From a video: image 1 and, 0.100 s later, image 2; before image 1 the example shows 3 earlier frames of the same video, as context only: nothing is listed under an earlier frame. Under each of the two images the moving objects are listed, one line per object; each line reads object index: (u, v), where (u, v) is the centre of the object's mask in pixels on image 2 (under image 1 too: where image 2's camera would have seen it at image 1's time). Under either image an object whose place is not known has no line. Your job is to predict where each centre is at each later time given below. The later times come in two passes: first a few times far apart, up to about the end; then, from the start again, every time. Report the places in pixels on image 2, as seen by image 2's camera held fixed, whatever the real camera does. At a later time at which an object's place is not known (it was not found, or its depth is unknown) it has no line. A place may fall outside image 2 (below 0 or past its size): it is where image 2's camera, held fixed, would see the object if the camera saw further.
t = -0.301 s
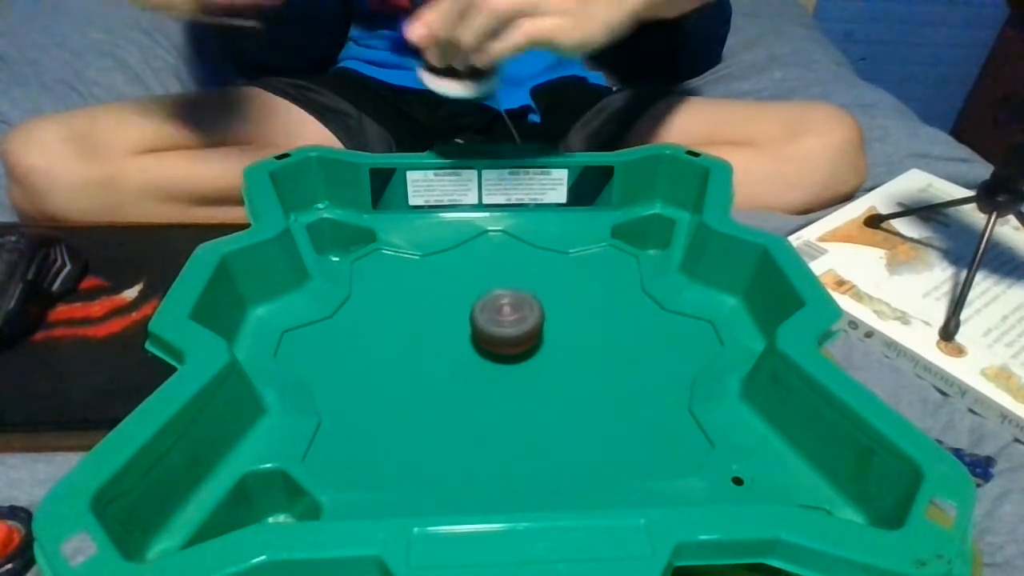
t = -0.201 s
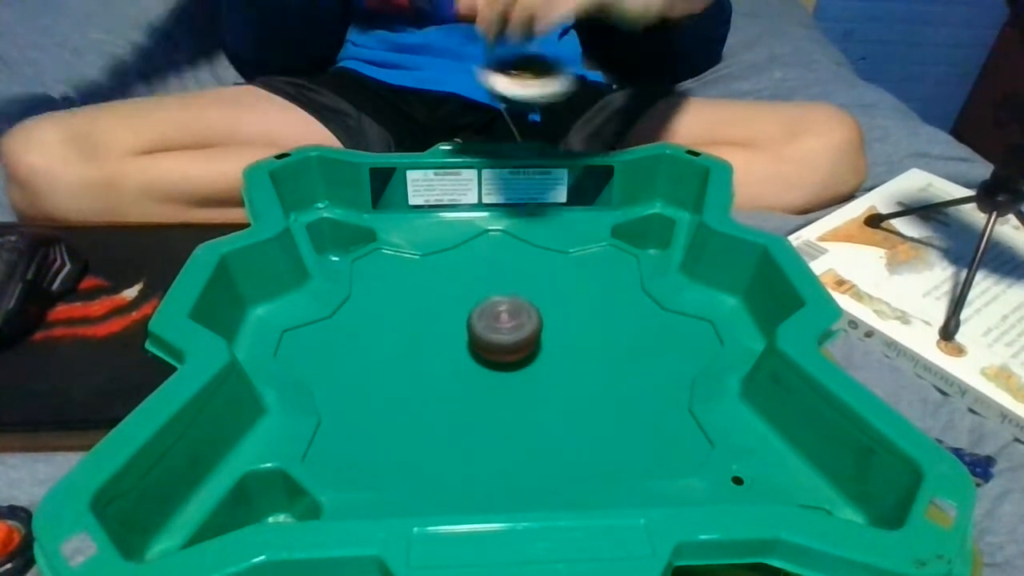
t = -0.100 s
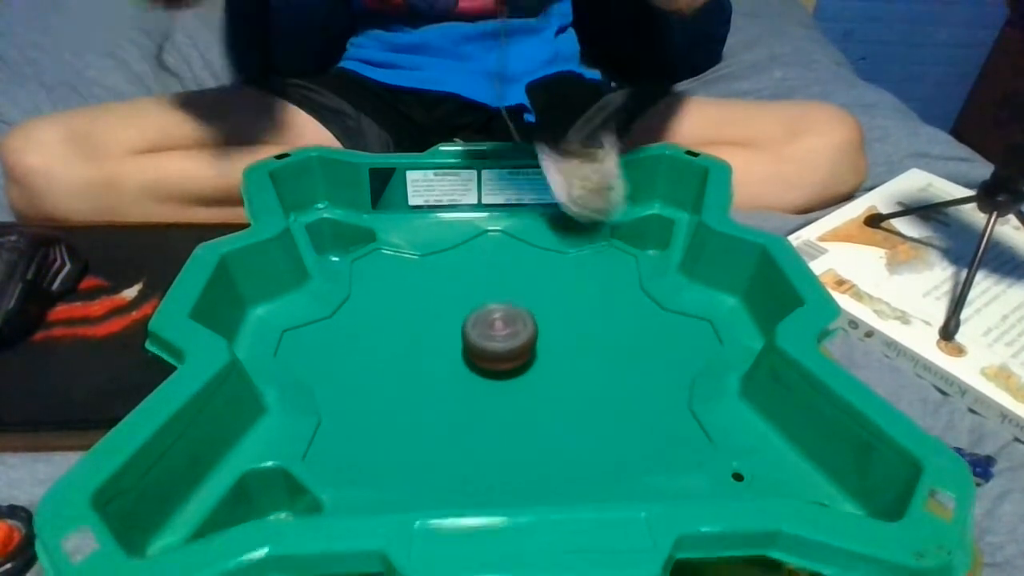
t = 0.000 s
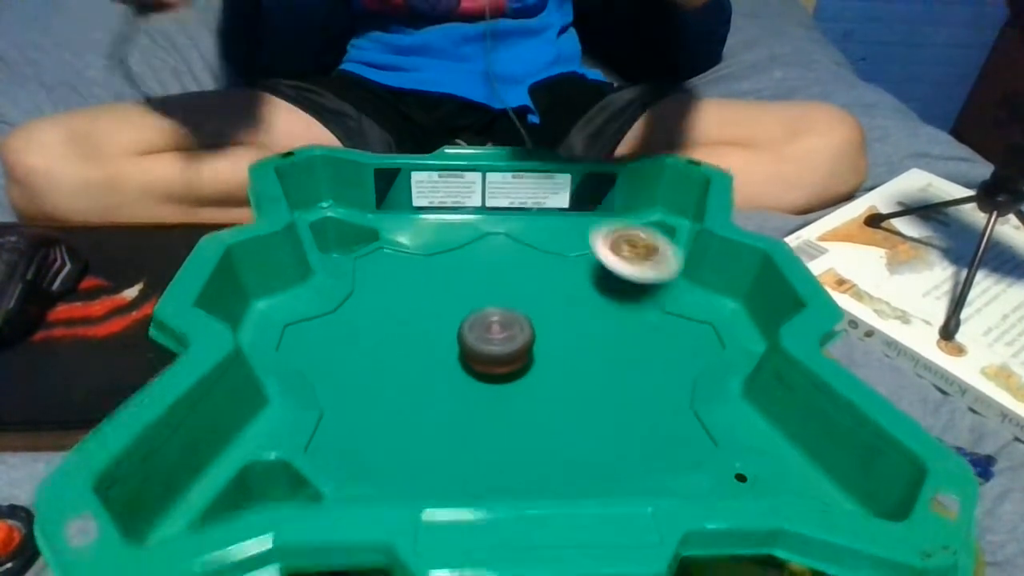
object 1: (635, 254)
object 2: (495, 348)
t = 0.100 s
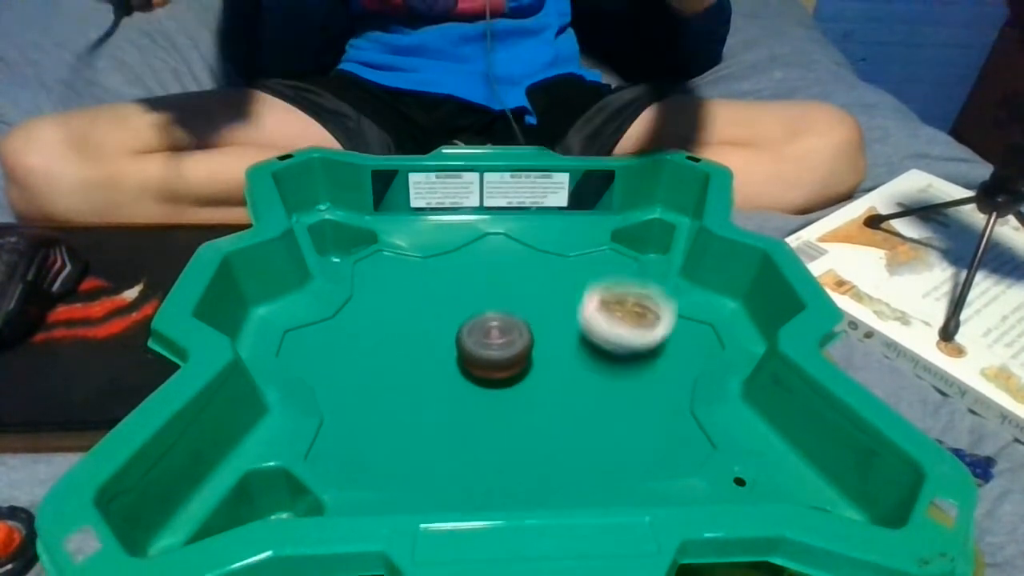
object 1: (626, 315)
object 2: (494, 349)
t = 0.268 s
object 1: (571, 388)
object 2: (480, 348)
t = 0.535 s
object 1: (483, 397)
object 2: (460, 333)
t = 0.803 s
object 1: (450, 351)
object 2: (456, 293)
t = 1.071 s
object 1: (492, 323)
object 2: (466, 264)
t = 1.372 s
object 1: (535, 314)
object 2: (496, 266)
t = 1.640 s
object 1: (542, 330)
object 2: (496, 287)
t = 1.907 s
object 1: (509, 356)
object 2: (472, 306)
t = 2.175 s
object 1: (483, 373)
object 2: (437, 296)
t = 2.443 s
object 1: (475, 335)
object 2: (433, 286)
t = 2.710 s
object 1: (512, 310)
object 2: (440, 288)
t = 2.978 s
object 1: (549, 301)
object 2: (456, 308)
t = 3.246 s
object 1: (557, 309)
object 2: (457, 335)
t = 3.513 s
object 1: (529, 323)
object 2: (436, 352)
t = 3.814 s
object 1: (500, 314)
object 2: (410, 351)
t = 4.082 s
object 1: (500, 300)
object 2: (425, 338)
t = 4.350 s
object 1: (534, 280)
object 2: (435, 345)
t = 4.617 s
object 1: (528, 285)
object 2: (472, 347)
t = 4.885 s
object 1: (527, 293)
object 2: (474, 366)
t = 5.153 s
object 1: (511, 302)
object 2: (469, 367)
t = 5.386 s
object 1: (499, 297)
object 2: (459, 363)
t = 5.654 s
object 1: (497, 286)
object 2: (463, 362)
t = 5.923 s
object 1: (494, 285)
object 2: (478, 361)
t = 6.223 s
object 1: (493, 292)
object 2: (492, 367)
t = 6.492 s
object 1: (492, 297)
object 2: (494, 374)
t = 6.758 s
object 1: (488, 292)
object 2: (488, 380)
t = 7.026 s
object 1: (481, 291)
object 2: (491, 372)
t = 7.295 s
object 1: (483, 292)
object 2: (503, 364)
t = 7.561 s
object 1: (481, 293)
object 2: (516, 365)
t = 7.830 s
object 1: (481, 296)
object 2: (526, 368)
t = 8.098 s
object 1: (479, 298)
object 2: (519, 366)
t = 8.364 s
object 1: (467, 294)
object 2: (520, 366)
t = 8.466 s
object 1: (463, 299)
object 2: (522, 366)
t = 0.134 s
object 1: (617, 336)
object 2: (491, 349)
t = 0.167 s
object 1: (606, 352)
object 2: (489, 349)
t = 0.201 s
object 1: (593, 367)
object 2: (486, 349)
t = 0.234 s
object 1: (582, 379)
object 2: (483, 349)
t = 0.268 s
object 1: (571, 388)
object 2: (480, 348)
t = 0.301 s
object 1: (561, 395)
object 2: (476, 347)
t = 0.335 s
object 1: (551, 401)
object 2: (473, 347)
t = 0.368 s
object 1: (541, 404)
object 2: (470, 346)
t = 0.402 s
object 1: (529, 407)
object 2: (467, 344)
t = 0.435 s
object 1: (517, 407)
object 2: (464, 342)
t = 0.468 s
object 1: (505, 406)
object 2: (462, 340)
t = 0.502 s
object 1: (494, 402)
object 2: (461, 337)
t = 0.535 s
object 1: (483, 397)
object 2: (460, 333)
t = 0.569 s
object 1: (474, 391)
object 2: (460, 329)
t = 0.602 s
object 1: (465, 382)
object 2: (460, 324)
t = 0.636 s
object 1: (461, 376)
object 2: (460, 318)
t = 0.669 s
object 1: (457, 374)
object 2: (458, 311)
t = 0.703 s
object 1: (454, 369)
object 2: (457, 306)
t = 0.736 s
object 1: (452, 364)
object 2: (456, 301)
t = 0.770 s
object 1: (450, 358)
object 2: (456, 297)
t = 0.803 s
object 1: (450, 351)
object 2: (456, 293)
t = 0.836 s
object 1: (451, 345)
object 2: (458, 288)
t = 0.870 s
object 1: (454, 339)
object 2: (460, 284)
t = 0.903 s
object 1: (458, 334)
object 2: (461, 280)
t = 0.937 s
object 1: (465, 331)
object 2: (461, 275)
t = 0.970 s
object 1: (472, 329)
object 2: (461, 271)
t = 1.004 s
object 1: (479, 327)
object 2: (462, 268)
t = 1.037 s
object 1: (486, 325)
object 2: (463, 266)
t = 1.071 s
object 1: (492, 323)
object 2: (466, 264)
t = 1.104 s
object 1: (498, 322)
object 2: (469, 263)
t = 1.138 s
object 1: (504, 321)
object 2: (472, 262)
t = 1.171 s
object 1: (510, 319)
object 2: (476, 262)
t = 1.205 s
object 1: (516, 318)
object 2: (480, 262)
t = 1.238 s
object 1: (520, 317)
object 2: (483, 262)
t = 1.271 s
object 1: (525, 316)
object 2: (487, 262)
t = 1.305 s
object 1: (529, 315)
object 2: (490, 263)
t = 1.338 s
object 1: (533, 314)
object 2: (493, 264)
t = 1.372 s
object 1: (535, 314)
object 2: (496, 266)
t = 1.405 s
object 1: (539, 314)
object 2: (499, 269)
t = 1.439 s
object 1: (542, 315)
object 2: (500, 270)
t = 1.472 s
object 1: (543, 317)
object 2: (499, 272)
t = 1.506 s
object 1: (544, 319)
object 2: (500, 275)
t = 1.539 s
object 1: (545, 322)
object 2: (499, 279)
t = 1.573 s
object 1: (544, 324)
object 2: (498, 282)
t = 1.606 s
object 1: (543, 327)
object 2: (497, 284)
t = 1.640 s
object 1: (542, 330)
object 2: (496, 287)
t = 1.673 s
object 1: (539, 333)
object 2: (494, 290)
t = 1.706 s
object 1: (537, 337)
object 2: (491, 293)
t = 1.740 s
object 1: (533, 341)
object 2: (489, 296)
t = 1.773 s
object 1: (528, 344)
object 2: (486, 298)
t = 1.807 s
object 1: (524, 347)
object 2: (483, 300)
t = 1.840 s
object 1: (519, 351)
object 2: (480, 303)
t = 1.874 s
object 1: (514, 353)
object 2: (476, 305)
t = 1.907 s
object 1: (509, 356)
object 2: (472, 306)
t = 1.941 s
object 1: (506, 361)
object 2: (467, 307)
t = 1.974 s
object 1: (503, 366)
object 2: (461, 305)
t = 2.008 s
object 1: (500, 369)
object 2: (456, 303)
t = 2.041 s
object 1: (497, 371)
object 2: (450, 302)
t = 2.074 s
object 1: (493, 374)
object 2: (445, 300)
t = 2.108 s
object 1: (489, 374)
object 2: (442, 299)
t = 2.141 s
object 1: (485, 374)
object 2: (439, 297)
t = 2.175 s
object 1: (483, 373)
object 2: (437, 296)
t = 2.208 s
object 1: (480, 370)
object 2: (436, 294)
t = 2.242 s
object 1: (477, 366)
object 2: (435, 293)
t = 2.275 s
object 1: (475, 363)
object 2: (434, 292)
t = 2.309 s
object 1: (474, 357)
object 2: (434, 291)
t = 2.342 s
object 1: (473, 352)
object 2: (433, 290)
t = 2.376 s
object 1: (472, 346)
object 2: (433, 288)
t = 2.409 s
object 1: (473, 340)
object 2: (433, 287)
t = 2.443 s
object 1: (475, 335)
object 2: (433, 286)
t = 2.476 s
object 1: (482, 332)
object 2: (432, 284)
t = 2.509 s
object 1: (487, 329)
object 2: (430, 283)
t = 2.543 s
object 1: (491, 326)
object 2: (430, 283)
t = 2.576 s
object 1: (496, 322)
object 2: (430, 284)
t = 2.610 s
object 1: (500, 319)
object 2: (432, 284)
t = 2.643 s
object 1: (504, 316)
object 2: (435, 285)
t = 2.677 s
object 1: (508, 312)
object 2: (437, 286)
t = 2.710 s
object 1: (512, 310)
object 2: (440, 288)
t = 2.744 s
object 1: (517, 308)
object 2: (443, 289)
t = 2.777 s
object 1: (522, 306)
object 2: (446, 290)
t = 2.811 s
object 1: (527, 304)
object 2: (448, 292)
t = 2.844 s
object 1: (531, 303)
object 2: (450, 295)
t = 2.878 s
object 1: (535, 303)
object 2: (454, 298)
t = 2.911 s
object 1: (540, 302)
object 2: (455, 301)
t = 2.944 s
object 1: (545, 301)
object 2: (455, 304)
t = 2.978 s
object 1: (549, 301)
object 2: (456, 308)
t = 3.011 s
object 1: (553, 302)
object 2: (458, 312)
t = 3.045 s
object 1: (554, 302)
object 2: (460, 315)
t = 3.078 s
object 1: (555, 303)
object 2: (463, 319)
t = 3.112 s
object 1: (555, 304)
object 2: (466, 322)
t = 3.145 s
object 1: (553, 306)
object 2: (468, 326)
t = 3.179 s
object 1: (554, 307)
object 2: (466, 329)
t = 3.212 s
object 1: (556, 307)
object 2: (460, 332)
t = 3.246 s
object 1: (557, 309)
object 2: (457, 335)
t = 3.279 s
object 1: (556, 312)
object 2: (454, 339)
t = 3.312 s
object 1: (554, 314)
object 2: (452, 342)
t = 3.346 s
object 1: (552, 315)
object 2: (451, 344)
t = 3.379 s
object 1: (548, 318)
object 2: (450, 346)
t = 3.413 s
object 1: (543, 320)
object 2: (449, 347)
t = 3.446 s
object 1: (537, 322)
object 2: (448, 348)
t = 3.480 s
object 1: (531, 323)
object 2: (445, 349)
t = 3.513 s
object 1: (529, 323)
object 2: (436, 352)
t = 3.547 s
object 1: (527, 323)
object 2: (430, 354)
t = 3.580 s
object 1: (523, 324)
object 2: (427, 354)
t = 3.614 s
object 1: (518, 324)
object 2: (424, 354)
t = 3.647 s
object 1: (513, 324)
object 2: (423, 354)
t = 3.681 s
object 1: (508, 323)
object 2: (421, 354)
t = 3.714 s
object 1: (503, 321)
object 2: (418, 353)
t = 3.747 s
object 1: (501, 319)
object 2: (413, 353)
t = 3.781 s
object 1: (501, 317)
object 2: (411, 353)
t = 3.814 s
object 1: (500, 314)
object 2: (410, 351)
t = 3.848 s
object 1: (500, 312)
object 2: (409, 349)
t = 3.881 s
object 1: (499, 309)
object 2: (410, 347)
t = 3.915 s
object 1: (499, 308)
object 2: (411, 345)
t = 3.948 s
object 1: (498, 306)
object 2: (413, 343)
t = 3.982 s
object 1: (498, 305)
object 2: (417, 342)
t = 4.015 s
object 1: (497, 303)
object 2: (419, 340)
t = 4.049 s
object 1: (498, 301)
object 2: (421, 338)
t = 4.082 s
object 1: (500, 300)
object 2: (425, 338)
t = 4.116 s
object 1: (504, 298)
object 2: (422, 339)
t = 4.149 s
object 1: (510, 293)
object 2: (418, 342)
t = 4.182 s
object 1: (515, 290)
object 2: (419, 344)
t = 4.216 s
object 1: (520, 288)
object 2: (422, 345)
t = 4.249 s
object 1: (524, 285)
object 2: (425, 345)
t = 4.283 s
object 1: (528, 283)
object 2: (428, 345)
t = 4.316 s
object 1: (531, 281)
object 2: (432, 345)
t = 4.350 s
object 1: (534, 280)
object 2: (435, 345)
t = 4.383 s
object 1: (535, 280)
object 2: (440, 345)
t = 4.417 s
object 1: (535, 280)
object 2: (445, 344)
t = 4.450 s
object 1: (536, 279)
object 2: (450, 344)
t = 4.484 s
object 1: (534, 281)
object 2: (455, 344)
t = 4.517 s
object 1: (533, 282)
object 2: (461, 344)
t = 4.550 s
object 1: (530, 284)
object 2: (468, 344)
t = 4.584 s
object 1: (528, 286)
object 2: (473, 344)
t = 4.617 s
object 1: (528, 285)
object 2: (472, 347)
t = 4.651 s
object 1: (529, 286)
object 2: (471, 351)
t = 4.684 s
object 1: (530, 285)
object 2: (474, 353)
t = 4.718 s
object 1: (530, 287)
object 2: (477, 355)
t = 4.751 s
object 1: (528, 290)
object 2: (479, 356)
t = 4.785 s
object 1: (528, 291)
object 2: (481, 356)
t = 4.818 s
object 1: (525, 293)
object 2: (482, 357)
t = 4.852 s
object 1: (525, 294)
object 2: (479, 361)
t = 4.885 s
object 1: (527, 293)
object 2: (474, 366)
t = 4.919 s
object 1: (526, 292)
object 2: (473, 369)
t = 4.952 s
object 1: (526, 293)
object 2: (473, 370)
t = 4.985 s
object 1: (524, 294)
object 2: (472, 371)
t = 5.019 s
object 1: (522, 295)
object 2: (471, 371)
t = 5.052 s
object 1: (521, 296)
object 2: (470, 370)
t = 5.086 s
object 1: (517, 298)
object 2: (470, 370)
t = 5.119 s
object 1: (514, 299)
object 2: (469, 369)
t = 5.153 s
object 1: (511, 302)
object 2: (469, 367)
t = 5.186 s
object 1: (509, 301)
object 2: (466, 368)
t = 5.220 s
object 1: (507, 299)
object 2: (462, 370)
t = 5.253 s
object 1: (505, 299)
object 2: (461, 370)
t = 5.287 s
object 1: (503, 298)
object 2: (461, 369)
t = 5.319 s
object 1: (502, 298)
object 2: (461, 366)
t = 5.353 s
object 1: (500, 298)
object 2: (460, 364)
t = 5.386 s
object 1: (499, 297)
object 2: (459, 363)
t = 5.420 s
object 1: (498, 297)
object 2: (459, 362)
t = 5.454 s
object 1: (498, 295)
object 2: (460, 362)
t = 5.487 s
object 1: (496, 295)
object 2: (460, 361)
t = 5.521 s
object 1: (496, 291)
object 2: (460, 362)
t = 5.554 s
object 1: (496, 290)
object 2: (460, 364)
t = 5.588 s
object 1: (497, 288)
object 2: (462, 364)
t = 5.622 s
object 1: (497, 287)
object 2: (463, 362)
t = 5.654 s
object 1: (497, 286)
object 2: (463, 362)
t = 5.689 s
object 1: (496, 286)
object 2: (465, 361)
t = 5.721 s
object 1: (496, 285)
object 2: (466, 359)
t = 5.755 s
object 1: (495, 286)
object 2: (468, 357)
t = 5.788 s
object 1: (495, 286)
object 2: (471, 356)
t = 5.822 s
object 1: (494, 285)
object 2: (471, 357)
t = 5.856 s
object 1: (493, 285)
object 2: (471, 360)
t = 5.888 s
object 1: (494, 285)
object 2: (475, 361)
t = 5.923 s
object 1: (494, 285)
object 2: (478, 361)
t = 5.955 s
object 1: (494, 286)
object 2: (481, 361)
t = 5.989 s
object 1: (494, 287)
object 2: (484, 360)
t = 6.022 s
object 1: (493, 288)
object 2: (485, 360)
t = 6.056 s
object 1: (493, 288)
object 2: (486, 362)
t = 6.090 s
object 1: (492, 287)
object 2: (488, 364)
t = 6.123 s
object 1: (493, 288)
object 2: (490, 366)
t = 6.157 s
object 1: (492, 288)
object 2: (491, 367)
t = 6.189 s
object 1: (493, 289)
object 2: (492, 367)
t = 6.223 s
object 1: (493, 292)
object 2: (492, 367)
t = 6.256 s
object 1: (493, 292)
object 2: (493, 367)
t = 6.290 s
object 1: (492, 294)
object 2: (493, 367)
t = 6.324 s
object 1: (491, 294)
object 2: (493, 371)
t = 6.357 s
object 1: (490, 295)
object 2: (493, 373)
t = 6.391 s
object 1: (492, 295)
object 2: (494, 374)
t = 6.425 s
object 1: (491, 295)
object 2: (495, 375)
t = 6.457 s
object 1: (492, 296)
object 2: (495, 375)
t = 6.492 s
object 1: (492, 297)
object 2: (494, 374)
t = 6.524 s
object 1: (492, 298)
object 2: (493, 373)
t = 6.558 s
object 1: (491, 300)
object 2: (492, 373)
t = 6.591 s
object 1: (489, 298)
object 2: (491, 379)
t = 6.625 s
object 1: (488, 298)
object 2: (490, 382)
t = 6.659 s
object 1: (490, 296)
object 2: (491, 383)
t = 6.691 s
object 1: (490, 294)
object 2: (490, 383)
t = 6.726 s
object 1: (489, 292)
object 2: (489, 382)
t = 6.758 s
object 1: (488, 292)
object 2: (488, 380)
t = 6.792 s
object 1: (488, 291)
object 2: (487, 379)
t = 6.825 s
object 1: (486, 291)
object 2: (486, 377)
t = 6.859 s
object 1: (486, 292)
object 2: (486, 374)
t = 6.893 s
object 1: (485, 292)
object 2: (486, 371)
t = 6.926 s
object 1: (486, 293)
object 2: (487, 368)
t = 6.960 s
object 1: (485, 293)
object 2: (488, 366)
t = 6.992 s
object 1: (483, 291)
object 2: (489, 370)
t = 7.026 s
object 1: (481, 291)
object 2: (491, 372)
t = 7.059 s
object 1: (482, 291)
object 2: (493, 371)
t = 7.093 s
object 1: (482, 289)
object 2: (496, 371)
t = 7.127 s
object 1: (483, 289)
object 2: (498, 370)
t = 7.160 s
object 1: (482, 288)
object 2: (498, 369)
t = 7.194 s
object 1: (481, 289)
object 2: (499, 368)
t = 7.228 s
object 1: (482, 289)
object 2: (500, 366)
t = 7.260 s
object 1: (482, 291)
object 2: (501, 365)
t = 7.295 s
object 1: (483, 292)
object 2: (503, 364)
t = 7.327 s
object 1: (481, 291)
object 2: (505, 365)
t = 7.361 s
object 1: (479, 291)
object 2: (508, 367)
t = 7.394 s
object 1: (479, 292)
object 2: (511, 367)
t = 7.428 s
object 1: (481, 291)
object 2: (513, 367)
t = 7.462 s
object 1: (479, 292)
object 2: (514, 367)
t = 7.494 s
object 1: (480, 293)
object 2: (514, 366)
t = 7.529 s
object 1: (481, 293)
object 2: (515, 366)
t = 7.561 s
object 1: (481, 293)
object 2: (516, 365)
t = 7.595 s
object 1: (481, 296)
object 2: (517, 364)
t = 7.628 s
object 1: (482, 297)
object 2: (518, 365)
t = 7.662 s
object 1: (483, 297)
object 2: (518, 365)
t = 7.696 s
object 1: (483, 297)
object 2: (521, 365)
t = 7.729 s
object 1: (484, 297)
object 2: (523, 366)
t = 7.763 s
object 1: (483, 297)
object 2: (523, 365)
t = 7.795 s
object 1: (484, 297)
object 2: (524, 366)
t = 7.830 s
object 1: (481, 296)
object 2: (526, 368)
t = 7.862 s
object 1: (481, 296)
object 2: (526, 369)
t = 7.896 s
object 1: (482, 295)
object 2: (526, 369)
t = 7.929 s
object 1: (482, 295)
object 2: (526, 369)
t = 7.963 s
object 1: (481, 294)
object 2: (524, 369)
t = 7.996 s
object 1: (480, 296)
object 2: (523, 369)
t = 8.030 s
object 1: (481, 296)
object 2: (521, 367)
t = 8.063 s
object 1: (481, 297)
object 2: (519, 366)
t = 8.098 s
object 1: (479, 298)
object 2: (519, 366)
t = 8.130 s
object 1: (477, 298)
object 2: (518, 367)
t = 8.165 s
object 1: (476, 298)
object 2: (519, 365)
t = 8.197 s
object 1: (474, 296)
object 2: (521, 367)
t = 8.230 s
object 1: (468, 295)
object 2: (522, 368)
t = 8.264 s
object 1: (467, 296)
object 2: (522, 368)
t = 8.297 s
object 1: (468, 296)
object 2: (522, 368)
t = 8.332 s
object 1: (468, 295)
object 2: (522, 367)
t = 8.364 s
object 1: (467, 294)
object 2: (520, 366)
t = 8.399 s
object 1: (464, 296)
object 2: (519, 364)
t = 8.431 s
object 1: (464, 299)
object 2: (518, 363)
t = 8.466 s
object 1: (463, 299)
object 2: (522, 366)
